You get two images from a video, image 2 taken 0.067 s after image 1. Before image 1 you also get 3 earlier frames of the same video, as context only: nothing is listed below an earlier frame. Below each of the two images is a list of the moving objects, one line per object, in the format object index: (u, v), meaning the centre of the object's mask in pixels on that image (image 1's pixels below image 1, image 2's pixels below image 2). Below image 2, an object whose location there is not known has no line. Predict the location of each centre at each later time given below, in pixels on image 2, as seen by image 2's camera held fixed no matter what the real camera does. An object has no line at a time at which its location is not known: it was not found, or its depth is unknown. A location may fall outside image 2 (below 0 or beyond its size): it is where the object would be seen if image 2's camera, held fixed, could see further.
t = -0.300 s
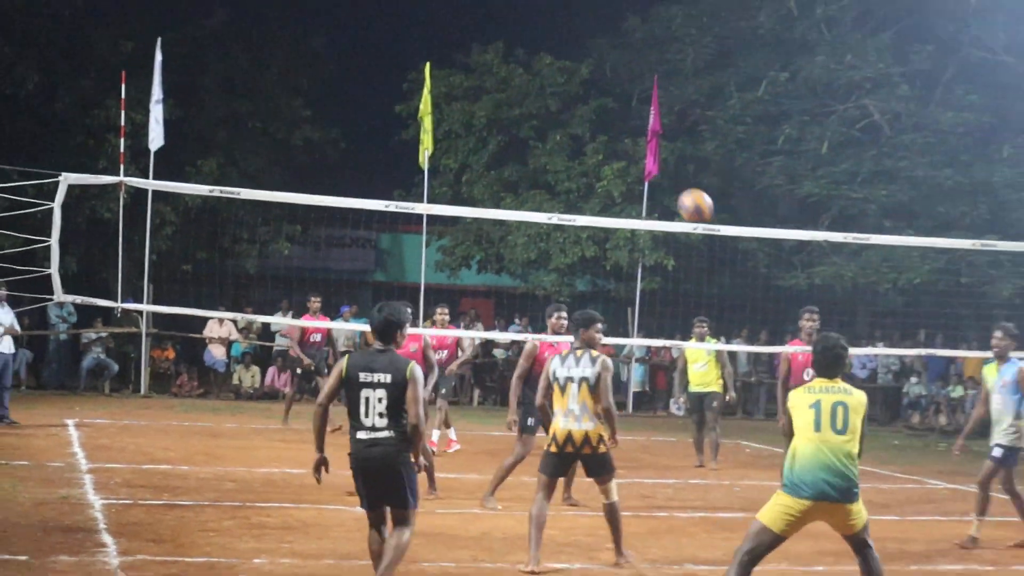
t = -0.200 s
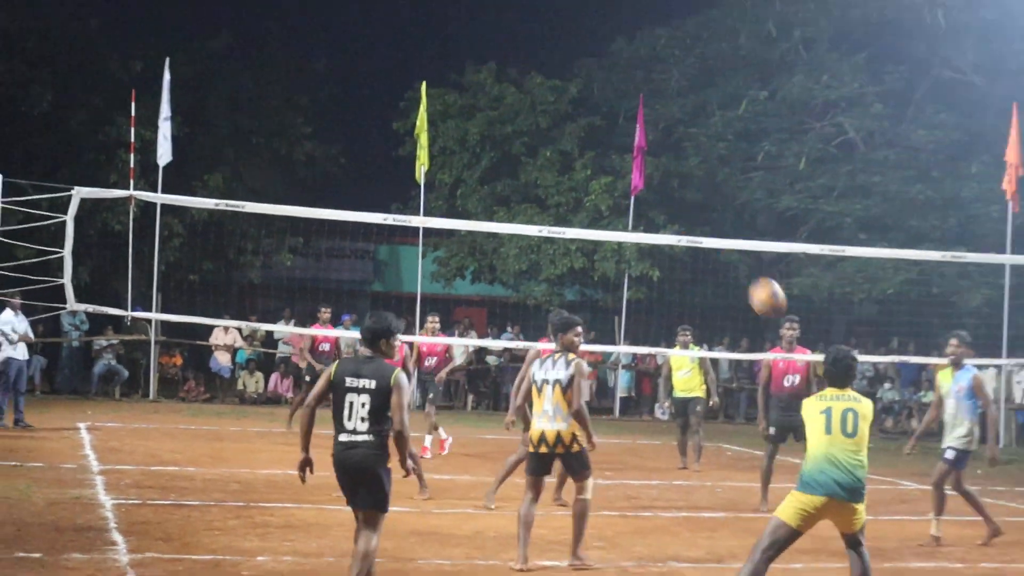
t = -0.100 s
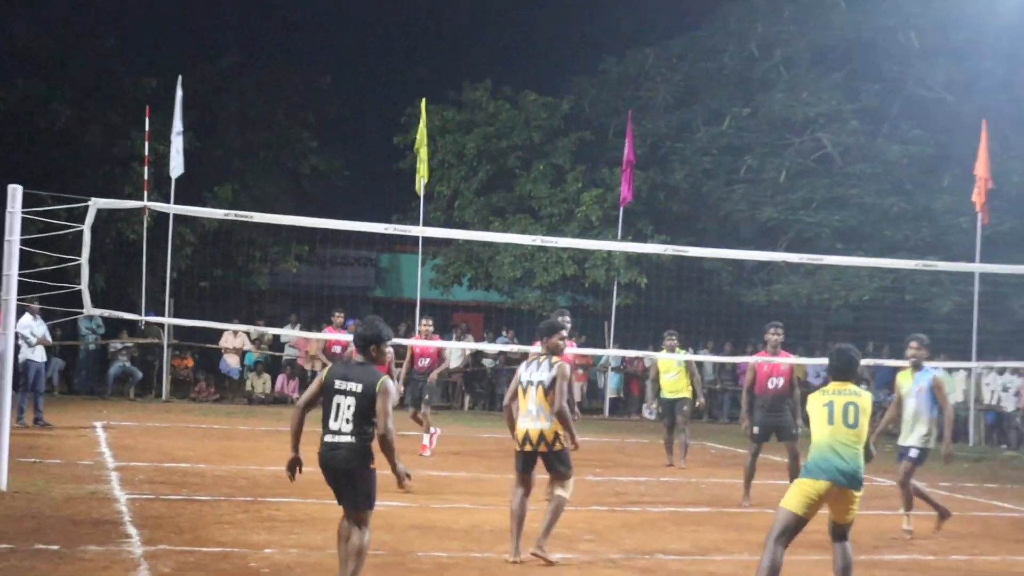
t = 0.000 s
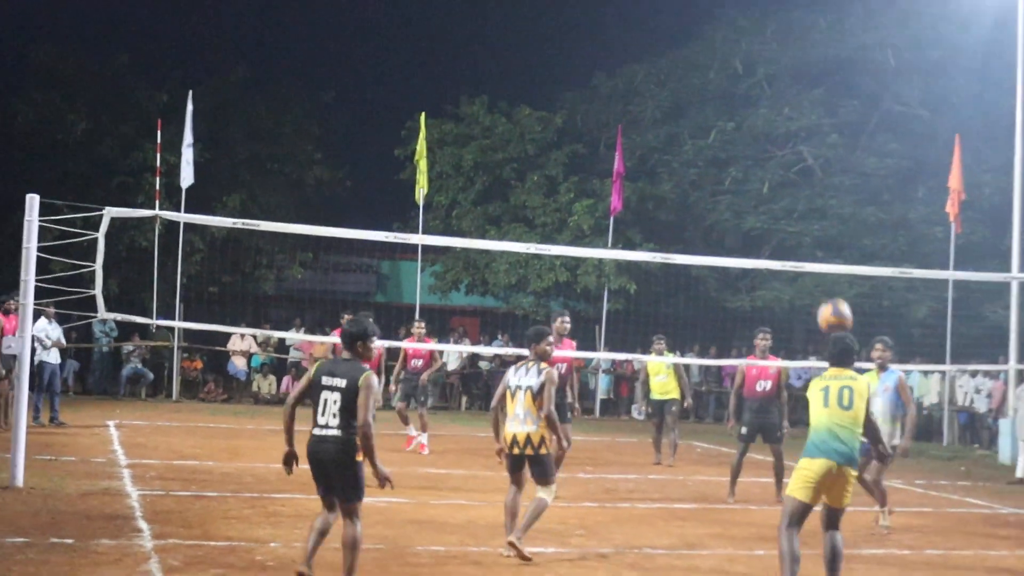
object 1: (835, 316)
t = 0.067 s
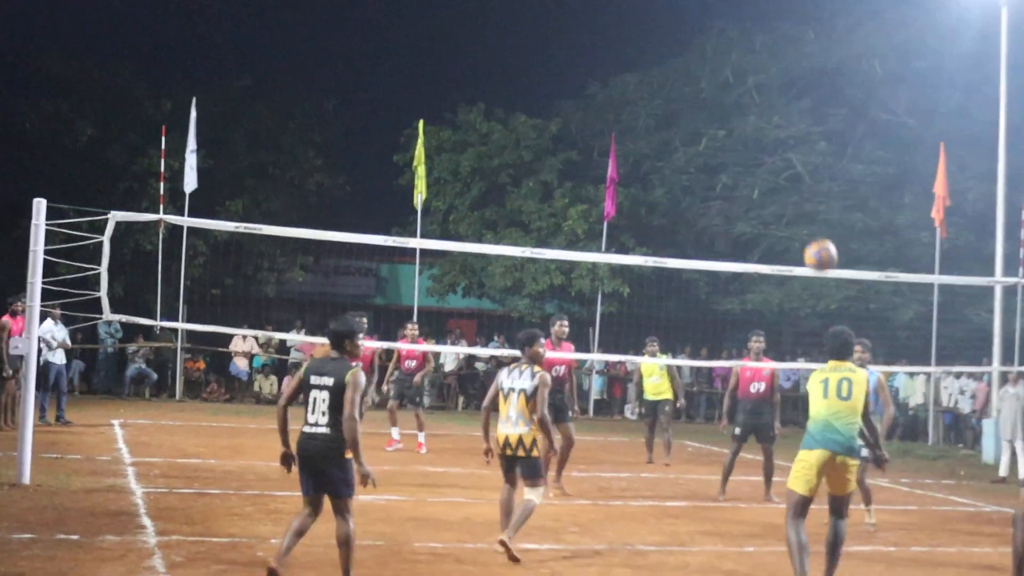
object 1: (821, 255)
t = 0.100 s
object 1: (820, 228)
